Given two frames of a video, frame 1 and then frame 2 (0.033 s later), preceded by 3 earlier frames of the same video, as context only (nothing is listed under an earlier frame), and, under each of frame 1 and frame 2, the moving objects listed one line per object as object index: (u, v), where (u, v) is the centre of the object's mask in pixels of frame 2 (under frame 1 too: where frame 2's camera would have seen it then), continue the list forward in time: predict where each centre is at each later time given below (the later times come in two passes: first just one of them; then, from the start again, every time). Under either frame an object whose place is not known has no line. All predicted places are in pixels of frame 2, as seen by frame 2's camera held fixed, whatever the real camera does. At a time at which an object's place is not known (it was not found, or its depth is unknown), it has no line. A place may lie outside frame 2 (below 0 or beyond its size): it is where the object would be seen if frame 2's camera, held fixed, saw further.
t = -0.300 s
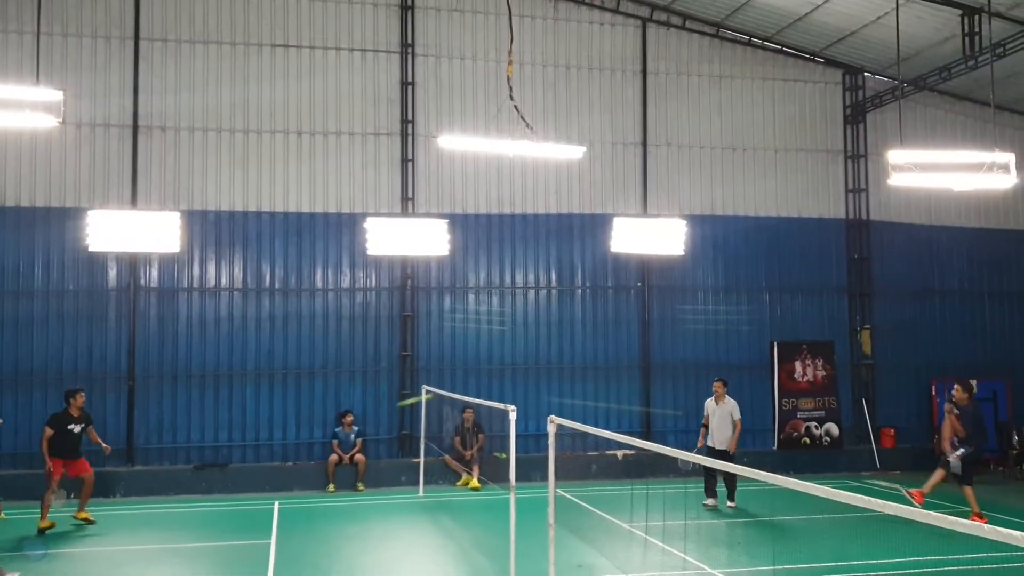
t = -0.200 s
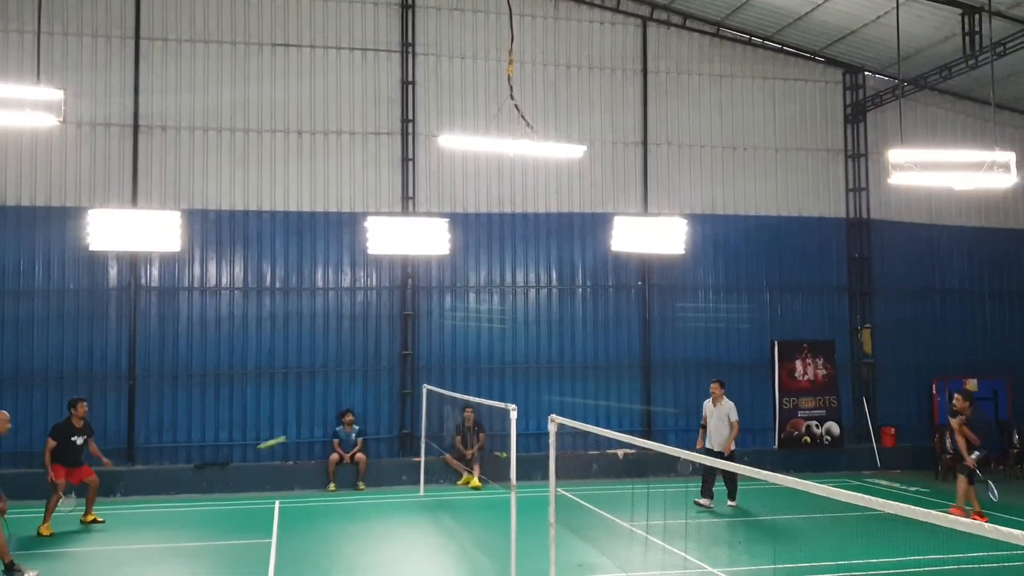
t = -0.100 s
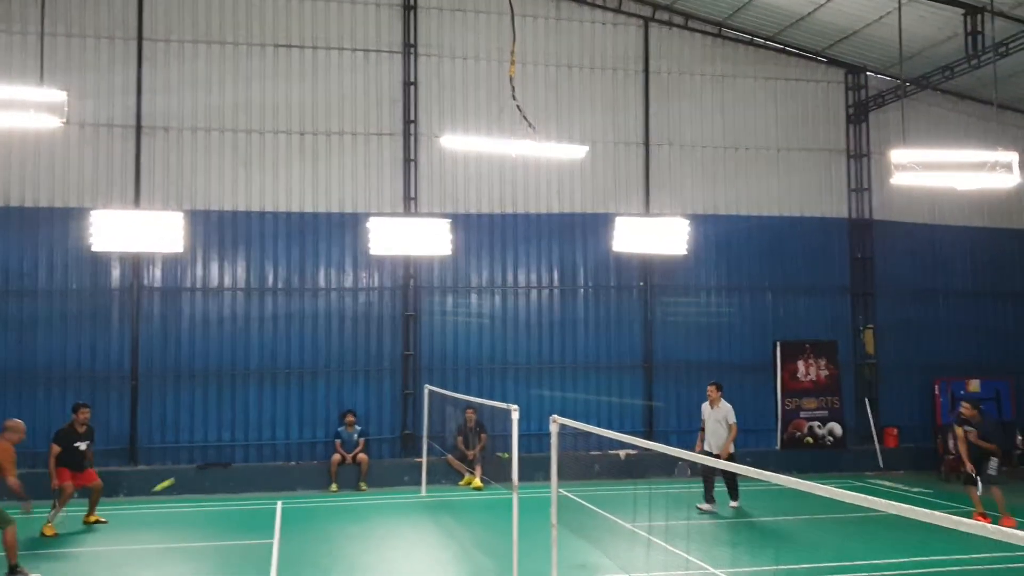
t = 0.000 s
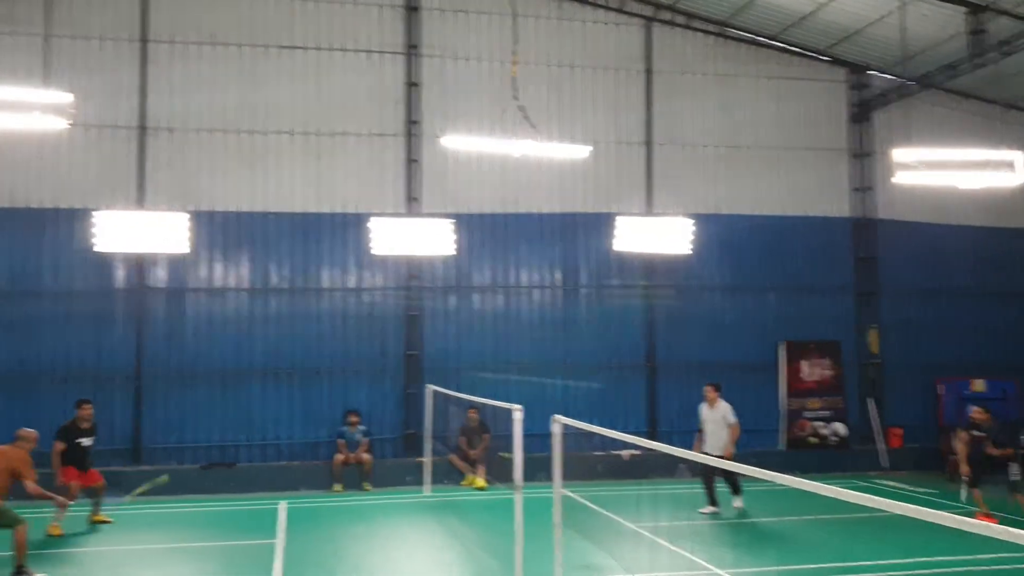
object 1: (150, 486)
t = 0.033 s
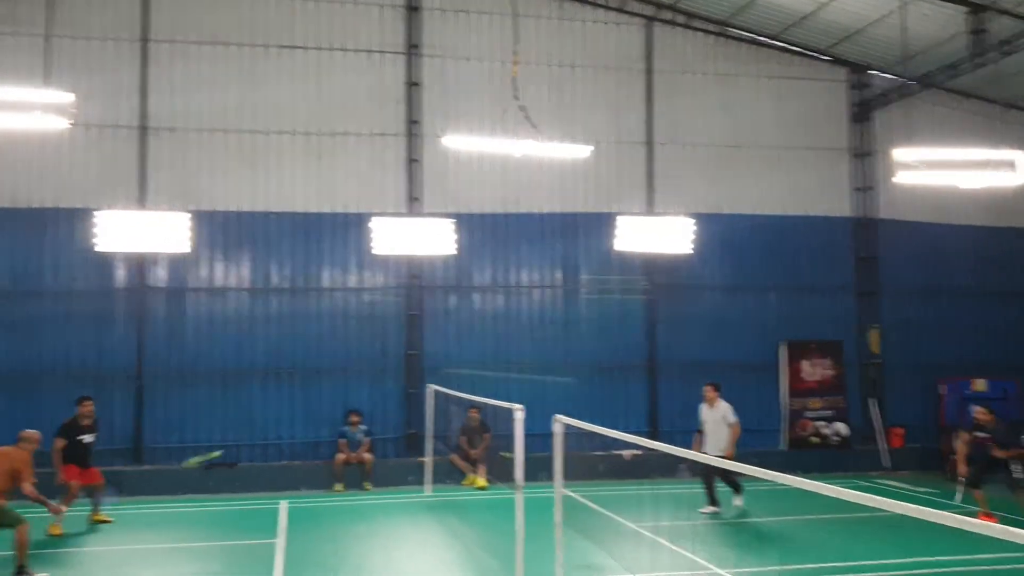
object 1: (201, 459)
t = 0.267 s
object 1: (458, 339)
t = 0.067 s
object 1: (253, 436)
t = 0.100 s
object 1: (295, 411)
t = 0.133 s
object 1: (334, 392)
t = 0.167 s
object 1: (369, 376)
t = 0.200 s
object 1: (401, 362)
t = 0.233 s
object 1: (430, 350)
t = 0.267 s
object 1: (458, 339)
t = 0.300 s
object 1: (484, 331)
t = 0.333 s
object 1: (508, 325)
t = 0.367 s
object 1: (531, 319)
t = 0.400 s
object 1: (552, 315)
